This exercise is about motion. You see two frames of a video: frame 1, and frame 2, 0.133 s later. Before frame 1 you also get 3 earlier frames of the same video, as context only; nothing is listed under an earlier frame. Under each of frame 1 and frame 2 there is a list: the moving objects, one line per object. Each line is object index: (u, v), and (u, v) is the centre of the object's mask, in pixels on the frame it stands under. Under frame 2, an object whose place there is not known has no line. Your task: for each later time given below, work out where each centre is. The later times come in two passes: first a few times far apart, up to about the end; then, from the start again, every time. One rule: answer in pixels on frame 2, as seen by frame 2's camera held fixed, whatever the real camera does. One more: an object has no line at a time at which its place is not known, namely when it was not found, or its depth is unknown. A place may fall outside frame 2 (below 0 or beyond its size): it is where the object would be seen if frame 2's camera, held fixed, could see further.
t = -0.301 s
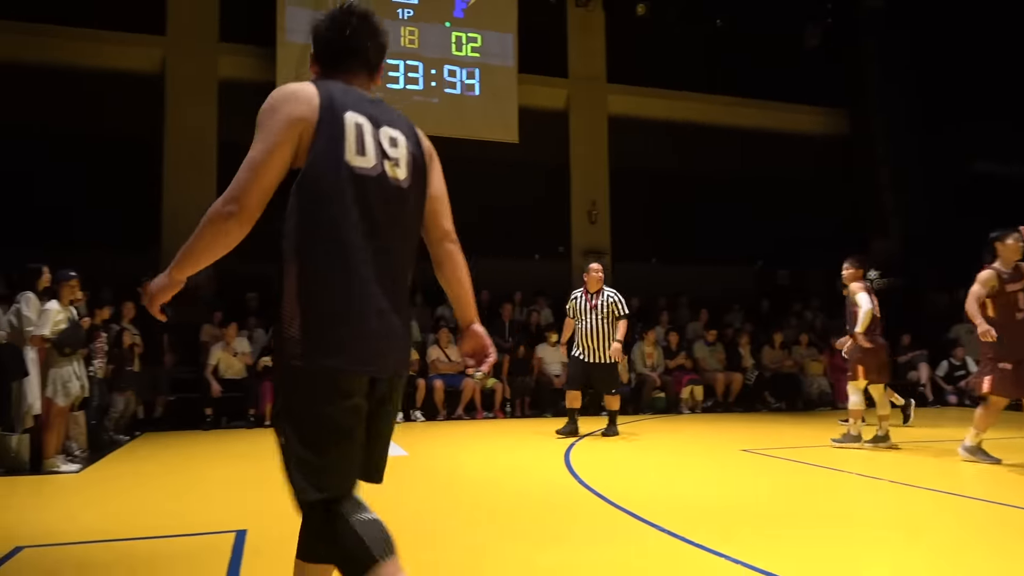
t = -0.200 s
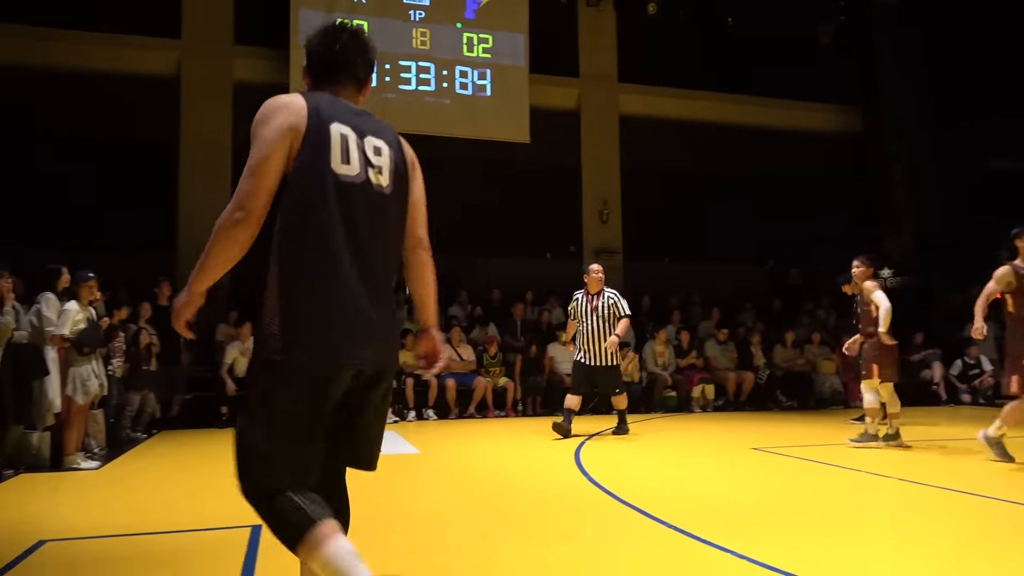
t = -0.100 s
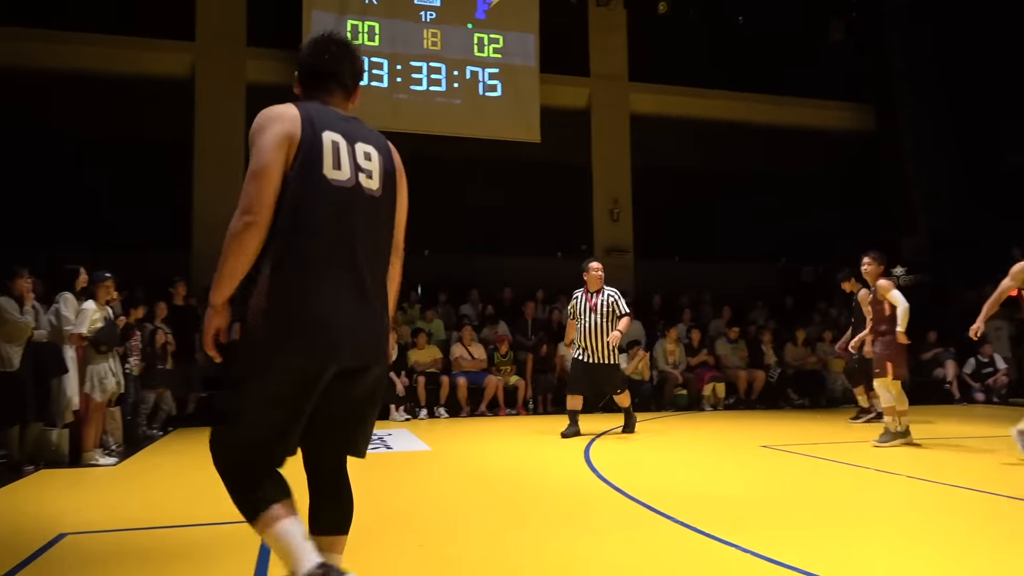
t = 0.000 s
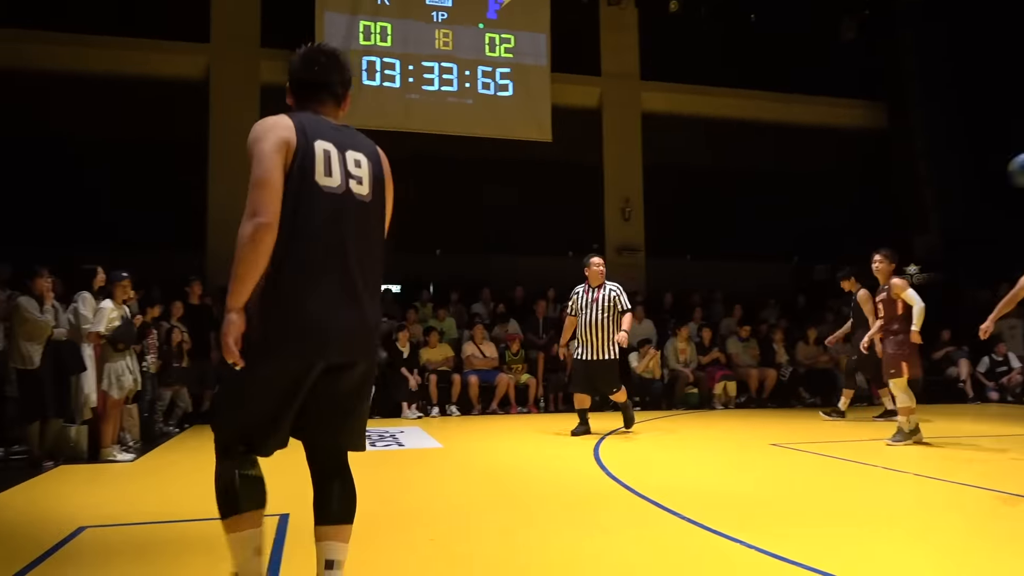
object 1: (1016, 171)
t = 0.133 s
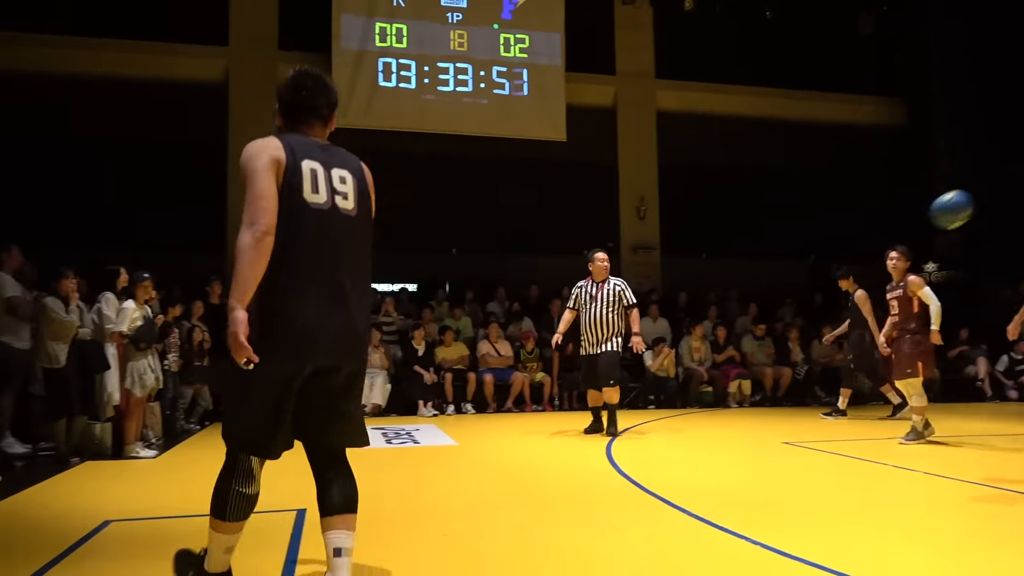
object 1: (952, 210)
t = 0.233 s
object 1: (885, 255)
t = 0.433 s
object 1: (765, 378)
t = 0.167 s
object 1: (928, 224)
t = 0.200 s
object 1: (907, 238)
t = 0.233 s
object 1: (885, 255)
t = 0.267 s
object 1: (863, 274)
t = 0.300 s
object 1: (844, 292)
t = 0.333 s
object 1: (822, 313)
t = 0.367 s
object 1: (805, 333)
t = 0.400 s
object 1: (785, 355)
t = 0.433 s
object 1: (765, 378)
